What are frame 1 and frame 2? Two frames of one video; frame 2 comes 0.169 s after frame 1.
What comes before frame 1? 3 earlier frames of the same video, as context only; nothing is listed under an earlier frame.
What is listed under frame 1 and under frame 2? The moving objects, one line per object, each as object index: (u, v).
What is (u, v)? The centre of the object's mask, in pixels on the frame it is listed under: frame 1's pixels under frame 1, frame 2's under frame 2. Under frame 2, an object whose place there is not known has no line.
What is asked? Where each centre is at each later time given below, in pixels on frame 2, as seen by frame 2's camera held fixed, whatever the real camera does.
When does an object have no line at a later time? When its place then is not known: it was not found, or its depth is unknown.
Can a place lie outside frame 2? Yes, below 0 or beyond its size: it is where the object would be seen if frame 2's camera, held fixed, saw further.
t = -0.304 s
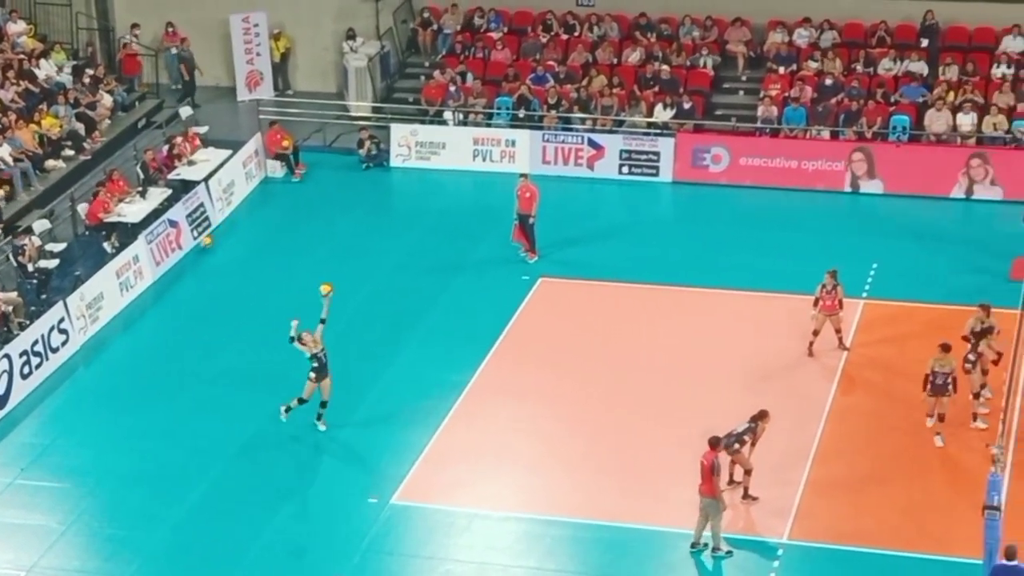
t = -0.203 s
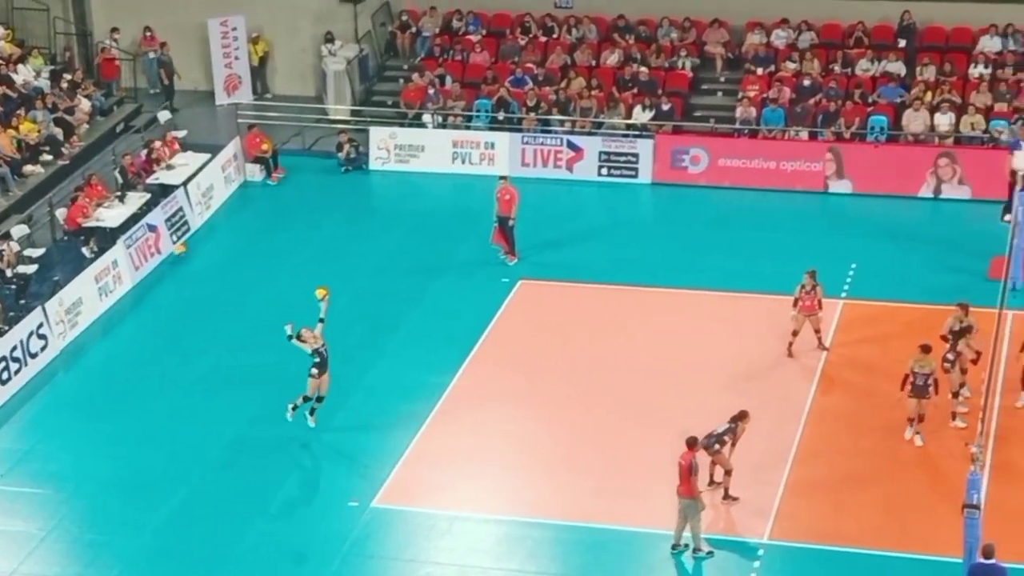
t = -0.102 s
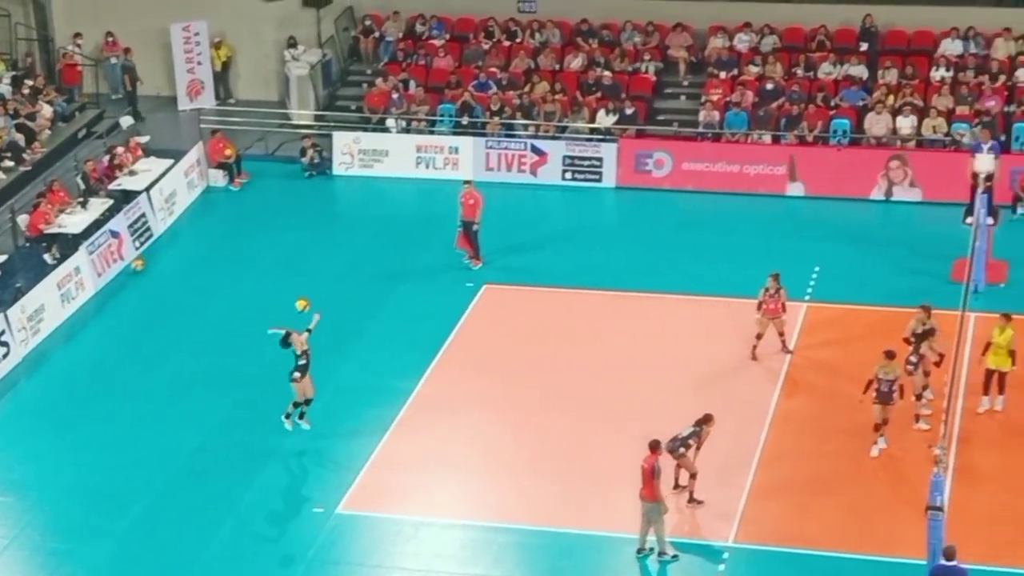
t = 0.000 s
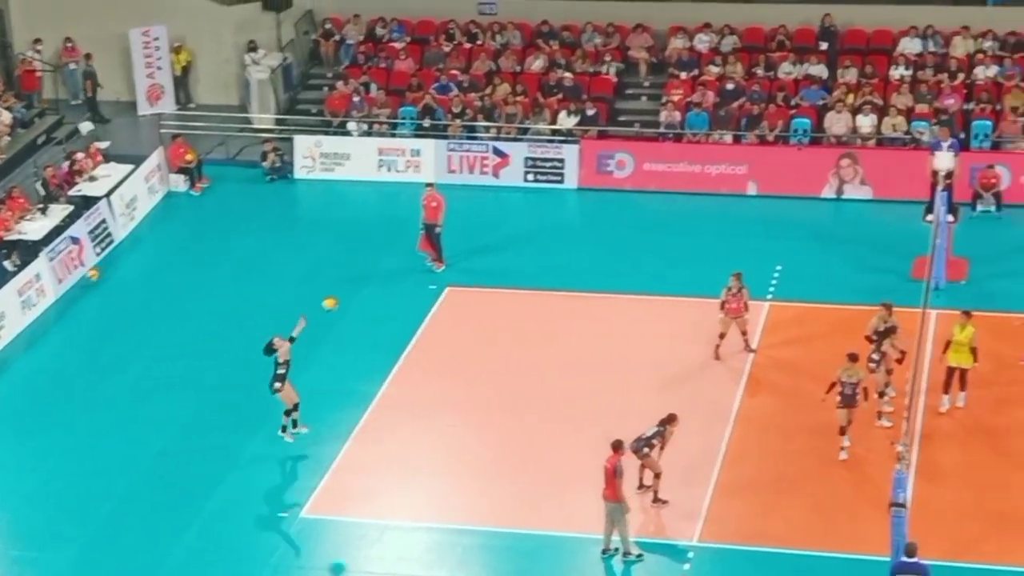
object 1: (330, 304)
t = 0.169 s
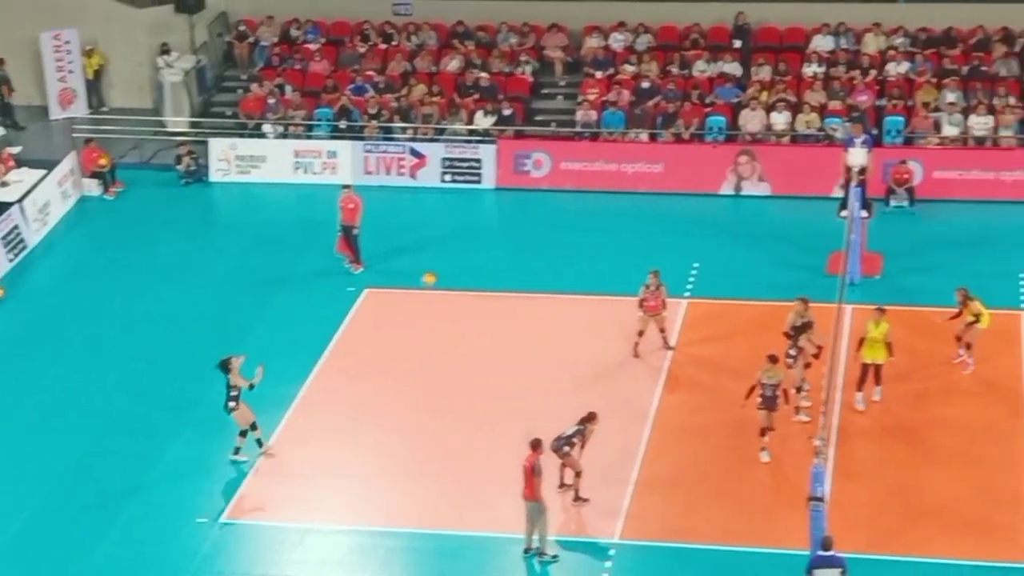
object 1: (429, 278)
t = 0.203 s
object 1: (464, 275)
